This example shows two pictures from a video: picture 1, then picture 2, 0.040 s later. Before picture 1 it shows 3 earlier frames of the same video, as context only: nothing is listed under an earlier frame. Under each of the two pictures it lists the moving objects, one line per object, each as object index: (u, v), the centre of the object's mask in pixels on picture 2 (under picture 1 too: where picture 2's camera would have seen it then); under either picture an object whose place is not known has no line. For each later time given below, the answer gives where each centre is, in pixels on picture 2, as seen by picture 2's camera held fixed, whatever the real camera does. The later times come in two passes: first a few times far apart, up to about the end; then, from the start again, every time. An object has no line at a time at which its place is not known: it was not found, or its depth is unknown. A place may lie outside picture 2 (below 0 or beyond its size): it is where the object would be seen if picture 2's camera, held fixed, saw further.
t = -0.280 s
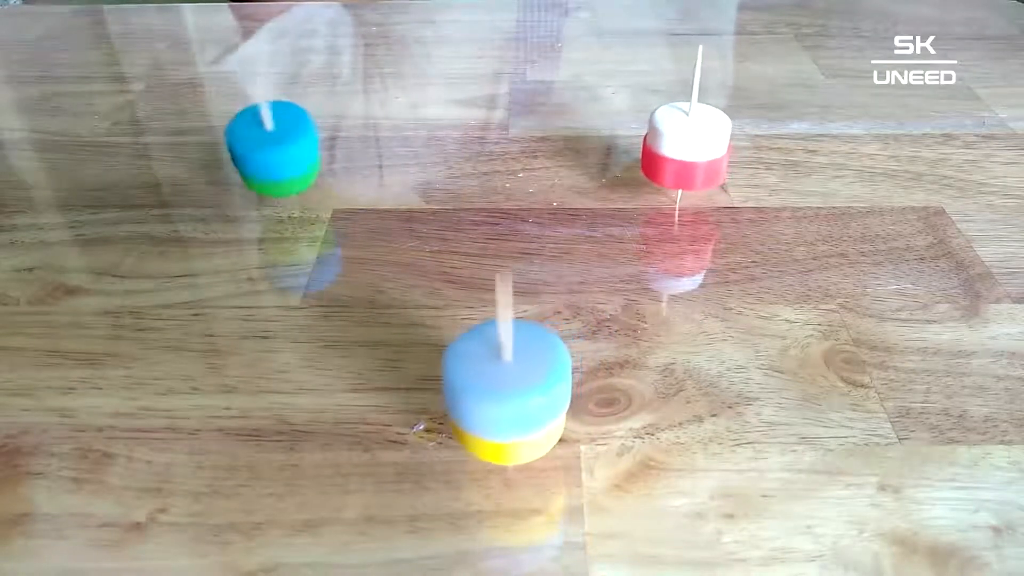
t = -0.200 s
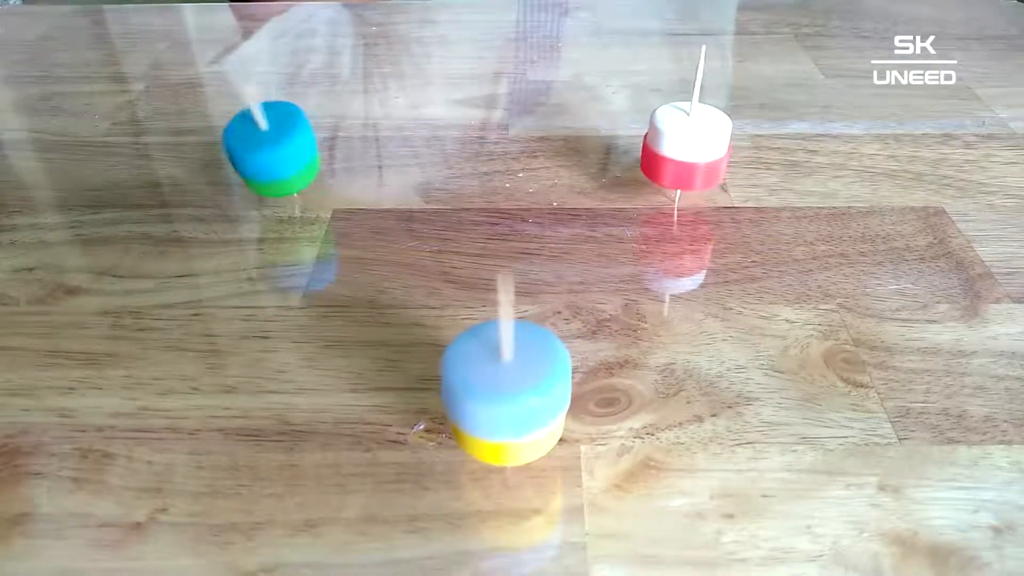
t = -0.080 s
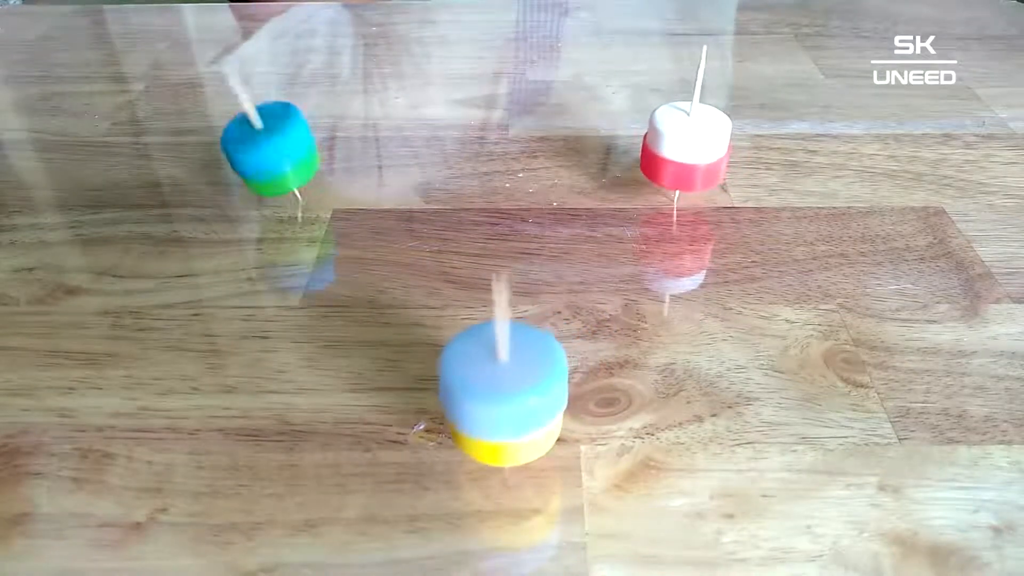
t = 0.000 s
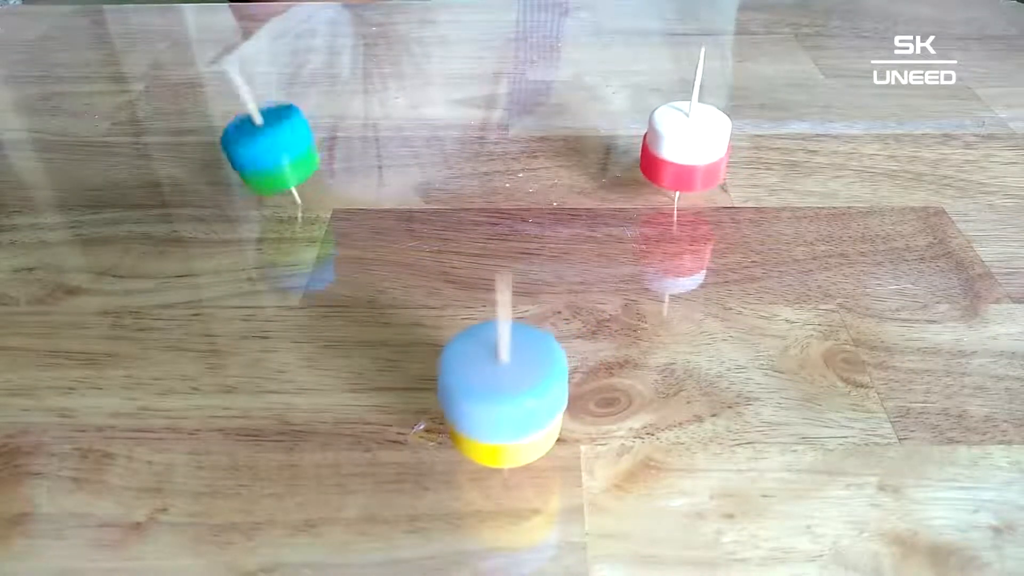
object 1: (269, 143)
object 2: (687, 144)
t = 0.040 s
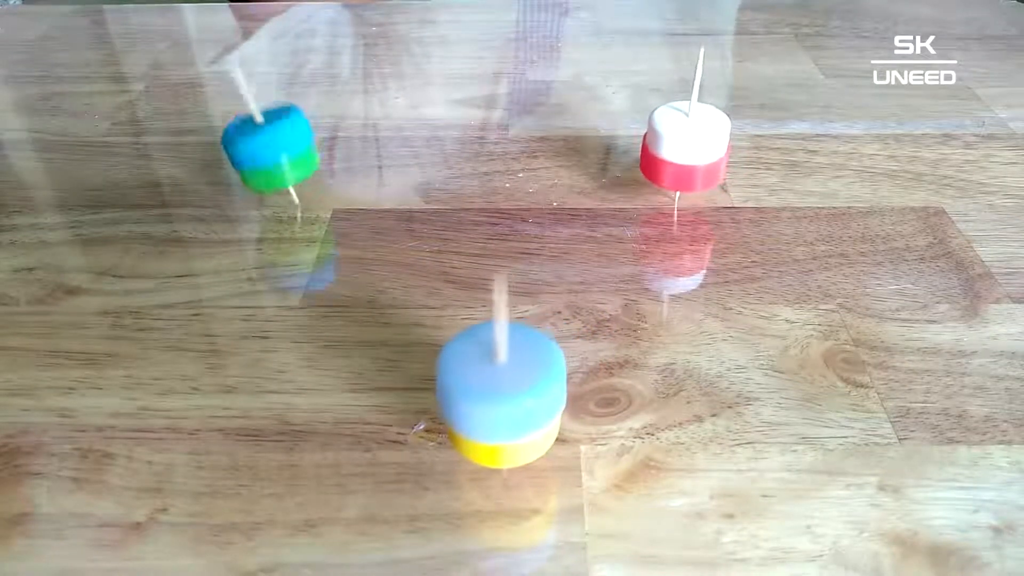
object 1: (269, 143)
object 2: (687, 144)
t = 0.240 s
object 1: (275, 139)
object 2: (686, 145)
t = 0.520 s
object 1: (277, 147)
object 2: (685, 145)
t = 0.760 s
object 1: (267, 146)
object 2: (684, 145)
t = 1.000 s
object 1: (268, 145)
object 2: (683, 145)
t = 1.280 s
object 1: (274, 143)
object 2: (683, 145)
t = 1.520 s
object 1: (271, 148)
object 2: (682, 145)
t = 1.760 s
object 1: (263, 147)
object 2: (681, 145)
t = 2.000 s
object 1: (266, 145)
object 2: (680, 145)
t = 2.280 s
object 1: (272, 147)
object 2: (680, 145)
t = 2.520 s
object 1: (263, 150)
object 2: (678, 145)
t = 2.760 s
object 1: (260, 147)
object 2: (679, 146)
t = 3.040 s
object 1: (274, 145)
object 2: (679, 146)
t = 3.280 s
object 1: (266, 152)
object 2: (677, 145)
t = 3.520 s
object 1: (256, 147)
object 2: (676, 145)
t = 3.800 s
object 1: (272, 144)
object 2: (675, 145)
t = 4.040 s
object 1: (267, 153)
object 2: (674, 145)
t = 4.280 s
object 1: (254, 149)
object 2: (673, 145)
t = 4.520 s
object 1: (270, 145)
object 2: (673, 146)
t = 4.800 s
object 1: (266, 153)
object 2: (671, 146)
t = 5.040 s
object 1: (252, 149)
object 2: (670, 146)
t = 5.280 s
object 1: (271, 146)
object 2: (669, 146)
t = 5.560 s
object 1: (261, 153)
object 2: (668, 147)
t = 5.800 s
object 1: (253, 147)
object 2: (667, 147)
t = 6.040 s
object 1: (274, 146)
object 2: (666, 147)
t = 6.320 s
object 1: (254, 155)
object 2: (665, 147)
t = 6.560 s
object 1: (261, 147)
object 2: (664, 147)
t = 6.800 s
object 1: (273, 153)
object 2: (663, 148)
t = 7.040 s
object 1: (247, 152)
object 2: (662, 148)
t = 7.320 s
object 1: (272, 146)
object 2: (661, 148)
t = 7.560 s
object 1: (259, 158)
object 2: (660, 148)
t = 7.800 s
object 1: (254, 151)
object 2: (660, 149)
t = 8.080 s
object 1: (273, 156)
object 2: (659, 149)
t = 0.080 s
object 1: (271, 143)
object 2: (687, 144)
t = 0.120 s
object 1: (271, 141)
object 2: (686, 145)
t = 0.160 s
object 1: (272, 140)
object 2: (686, 145)
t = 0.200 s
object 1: (274, 139)
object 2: (686, 145)
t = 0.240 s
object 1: (275, 139)
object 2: (686, 145)
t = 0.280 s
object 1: (277, 142)
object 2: (686, 145)
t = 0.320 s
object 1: (278, 142)
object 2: (686, 145)
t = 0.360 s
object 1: (278, 143)
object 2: (685, 145)
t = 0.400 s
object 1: (278, 143)
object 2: (685, 145)
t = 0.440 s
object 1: (278, 144)
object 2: (686, 145)
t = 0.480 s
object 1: (278, 145)
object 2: (685, 145)
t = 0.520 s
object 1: (277, 147)
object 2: (685, 145)
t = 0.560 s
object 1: (275, 147)
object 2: (685, 145)
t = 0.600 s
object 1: (273, 143)
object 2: (684, 145)
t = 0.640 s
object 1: (271, 141)
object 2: (684, 145)
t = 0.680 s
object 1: (269, 140)
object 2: (684, 145)
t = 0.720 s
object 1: (268, 140)
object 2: (684, 145)
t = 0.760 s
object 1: (267, 146)
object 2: (684, 145)
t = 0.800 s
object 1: (267, 146)
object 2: (684, 145)
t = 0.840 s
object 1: (267, 146)
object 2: (684, 145)
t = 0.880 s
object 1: (266, 145)
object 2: (684, 145)
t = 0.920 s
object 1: (266, 145)
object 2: (683, 145)
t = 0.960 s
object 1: (267, 145)
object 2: (683, 145)
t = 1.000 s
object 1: (268, 145)
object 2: (683, 145)
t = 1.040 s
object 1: (269, 145)
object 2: (682, 145)
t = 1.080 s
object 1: (269, 141)
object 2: (682, 145)
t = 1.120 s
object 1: (270, 140)
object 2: (682, 145)
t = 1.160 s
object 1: (272, 143)
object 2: (682, 145)
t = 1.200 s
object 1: (273, 143)
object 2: (682, 145)
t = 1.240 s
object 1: (274, 145)
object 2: (682, 145)
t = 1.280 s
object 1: (274, 143)
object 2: (683, 145)
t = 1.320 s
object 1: (274, 144)
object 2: (683, 145)
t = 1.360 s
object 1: (274, 145)
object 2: (683, 145)
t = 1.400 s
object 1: (273, 145)
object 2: (683, 145)
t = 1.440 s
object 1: (273, 147)
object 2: (682, 145)
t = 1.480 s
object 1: (272, 146)
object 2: (682, 145)
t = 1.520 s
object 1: (271, 148)
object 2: (682, 145)
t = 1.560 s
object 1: (269, 149)
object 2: (682, 145)
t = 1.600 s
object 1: (267, 148)
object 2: (682, 145)
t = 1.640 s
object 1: (266, 148)
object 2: (682, 145)
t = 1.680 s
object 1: (265, 148)
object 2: (681, 145)
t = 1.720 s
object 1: (264, 147)
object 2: (681, 145)
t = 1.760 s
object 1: (263, 147)
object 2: (681, 145)
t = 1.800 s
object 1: (262, 146)
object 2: (681, 145)
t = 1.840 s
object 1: (262, 145)
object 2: (681, 145)
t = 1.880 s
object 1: (264, 146)
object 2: (681, 145)
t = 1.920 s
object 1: (264, 144)
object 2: (680, 146)
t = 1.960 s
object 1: (265, 144)
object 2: (681, 145)
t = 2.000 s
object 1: (266, 145)
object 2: (680, 145)
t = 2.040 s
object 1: (268, 143)
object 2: (680, 145)
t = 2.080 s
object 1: (269, 143)
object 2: (680, 145)
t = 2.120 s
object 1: (270, 143)
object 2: (680, 145)
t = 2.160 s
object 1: (272, 145)
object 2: (680, 145)
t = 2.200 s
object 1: (272, 146)
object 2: (681, 145)
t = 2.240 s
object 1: (272, 146)
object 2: (680, 145)
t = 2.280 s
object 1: (272, 147)
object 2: (680, 145)
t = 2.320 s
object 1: (272, 147)
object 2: (680, 145)
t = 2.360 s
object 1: (271, 148)
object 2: (680, 145)
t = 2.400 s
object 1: (269, 149)
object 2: (680, 145)
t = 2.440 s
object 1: (267, 150)
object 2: (679, 145)
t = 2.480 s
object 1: (265, 151)
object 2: (679, 145)
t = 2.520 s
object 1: (263, 150)
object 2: (678, 145)
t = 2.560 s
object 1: (261, 150)
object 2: (679, 145)
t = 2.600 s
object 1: (259, 149)
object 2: (679, 146)
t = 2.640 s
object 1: (258, 149)
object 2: (679, 146)
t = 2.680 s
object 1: (258, 147)
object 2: (679, 145)
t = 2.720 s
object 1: (259, 147)
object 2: (679, 146)
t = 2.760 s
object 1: (260, 147)
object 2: (679, 146)
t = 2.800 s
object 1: (261, 143)
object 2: (679, 145)
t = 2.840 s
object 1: (263, 142)
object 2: (679, 145)
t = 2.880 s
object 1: (266, 145)
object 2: (679, 146)
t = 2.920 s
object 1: (269, 143)
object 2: (679, 146)
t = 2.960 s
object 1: (271, 143)
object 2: (678, 145)
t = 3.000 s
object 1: (273, 143)
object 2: (679, 146)
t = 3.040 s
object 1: (274, 145)
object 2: (679, 146)
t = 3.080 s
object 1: (274, 146)
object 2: (678, 146)
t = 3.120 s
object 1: (274, 148)
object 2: (678, 145)
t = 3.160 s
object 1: (273, 150)
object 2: (677, 145)
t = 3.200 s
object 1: (271, 149)
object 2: (677, 145)
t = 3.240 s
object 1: (269, 151)
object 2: (677, 145)
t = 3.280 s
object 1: (266, 152)
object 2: (677, 145)
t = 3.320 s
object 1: (263, 152)
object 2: (677, 145)
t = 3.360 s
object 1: (260, 151)
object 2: (677, 145)
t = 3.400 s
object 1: (258, 151)
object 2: (676, 145)
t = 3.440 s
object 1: (256, 150)
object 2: (676, 145)
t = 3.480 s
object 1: (255, 148)
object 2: (676, 145)
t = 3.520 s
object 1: (256, 147)
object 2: (676, 145)
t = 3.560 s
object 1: (257, 147)
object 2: (676, 145)
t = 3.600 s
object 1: (259, 145)
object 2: (676, 145)
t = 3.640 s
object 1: (261, 142)
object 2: (676, 145)
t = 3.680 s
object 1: (264, 143)
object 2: (676, 145)
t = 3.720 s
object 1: (268, 145)
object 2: (676, 145)
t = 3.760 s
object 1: (270, 147)
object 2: (675, 145)
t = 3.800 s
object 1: (272, 144)
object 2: (675, 145)
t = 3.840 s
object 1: (273, 146)
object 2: (675, 145)
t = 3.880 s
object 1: (274, 147)
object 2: (675, 145)
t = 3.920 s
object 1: (274, 149)
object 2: (675, 145)
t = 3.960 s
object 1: (273, 149)
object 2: (674, 145)
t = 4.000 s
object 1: (270, 152)
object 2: (674, 145)
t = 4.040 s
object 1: (267, 153)
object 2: (674, 145)
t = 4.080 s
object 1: (263, 152)
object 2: (674, 145)
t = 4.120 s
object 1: (260, 152)
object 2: (674, 145)
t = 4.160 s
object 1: (257, 152)
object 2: (674, 145)
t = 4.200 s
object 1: (255, 151)
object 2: (674, 145)
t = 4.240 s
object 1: (254, 150)
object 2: (673, 145)
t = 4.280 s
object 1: (254, 149)
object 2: (673, 145)
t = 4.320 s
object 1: (255, 148)
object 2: (674, 145)
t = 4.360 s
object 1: (257, 148)
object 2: (674, 145)
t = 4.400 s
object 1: (259, 143)
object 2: (673, 145)
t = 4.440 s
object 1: (262, 141)
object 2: (673, 146)
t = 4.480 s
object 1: (266, 141)
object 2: (673, 146)
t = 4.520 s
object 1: (270, 145)
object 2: (673, 146)
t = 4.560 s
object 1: (272, 146)
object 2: (672, 145)
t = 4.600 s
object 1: (274, 146)
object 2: (672, 146)
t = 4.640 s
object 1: (274, 148)
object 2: (671, 145)
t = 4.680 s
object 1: (274, 150)
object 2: (671, 146)
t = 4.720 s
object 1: (272, 150)
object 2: (671, 146)
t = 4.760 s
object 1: (269, 151)
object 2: (671, 146)
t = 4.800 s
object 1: (266, 153)
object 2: (671, 146)
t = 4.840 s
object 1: (262, 155)
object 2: (671, 146)
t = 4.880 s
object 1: (258, 154)
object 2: (670, 146)
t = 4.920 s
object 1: (255, 153)
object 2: (670, 146)
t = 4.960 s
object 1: (253, 151)
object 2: (670, 146)
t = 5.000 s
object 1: (252, 150)
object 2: (670, 146)
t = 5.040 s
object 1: (252, 149)
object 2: (670, 146)
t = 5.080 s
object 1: (254, 148)
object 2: (670, 146)
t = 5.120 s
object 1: (257, 146)
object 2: (670, 146)
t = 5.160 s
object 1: (260, 144)
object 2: (670, 146)
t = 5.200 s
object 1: (263, 143)
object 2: (670, 146)
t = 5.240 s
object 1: (268, 145)
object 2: (669, 146)
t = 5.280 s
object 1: (271, 146)
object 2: (669, 146)
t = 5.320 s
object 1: (273, 146)
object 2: (669, 147)
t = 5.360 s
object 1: (274, 147)
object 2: (668, 147)
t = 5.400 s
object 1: (274, 149)
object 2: (668, 147)
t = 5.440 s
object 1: (272, 152)
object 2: (668, 147)
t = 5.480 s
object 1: (270, 153)
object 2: (668, 147)
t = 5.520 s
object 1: (265, 153)
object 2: (668, 147)
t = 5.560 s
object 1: (261, 153)
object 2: (668, 147)
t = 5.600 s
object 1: (257, 154)
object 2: (668, 147)
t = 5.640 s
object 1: (253, 154)
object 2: (668, 147)
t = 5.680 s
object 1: (250, 150)
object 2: (668, 147)
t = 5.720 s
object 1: (249, 148)
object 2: (667, 147)
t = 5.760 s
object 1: (249, 147)
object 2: (667, 147)
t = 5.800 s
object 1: (253, 147)
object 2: (667, 147)
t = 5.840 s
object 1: (257, 147)
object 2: (667, 147)
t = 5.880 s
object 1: (261, 146)
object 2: (667, 147)
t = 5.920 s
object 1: (265, 146)
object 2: (667, 147)
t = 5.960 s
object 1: (268, 140)
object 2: (666, 147)
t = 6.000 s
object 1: (272, 144)
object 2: (666, 147)
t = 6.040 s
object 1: (274, 146)
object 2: (666, 147)
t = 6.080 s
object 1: (274, 149)
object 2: (666, 147)
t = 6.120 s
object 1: (273, 150)
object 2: (666, 147)
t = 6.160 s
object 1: (271, 152)
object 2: (666, 147)
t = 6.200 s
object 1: (267, 153)
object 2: (665, 147)
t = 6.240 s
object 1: (262, 153)
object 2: (665, 147)
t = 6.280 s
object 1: (257, 155)
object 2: (665, 147)
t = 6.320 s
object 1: (254, 155)
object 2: (665, 147)
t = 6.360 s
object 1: (250, 153)
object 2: (665, 147)
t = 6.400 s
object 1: (249, 152)
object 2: (665, 147)
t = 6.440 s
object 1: (249, 149)
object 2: (665, 147)
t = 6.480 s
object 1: (252, 149)
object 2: (665, 147)
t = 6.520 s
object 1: (256, 148)
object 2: (665, 147)
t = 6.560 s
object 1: (261, 147)
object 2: (664, 147)
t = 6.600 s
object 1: (265, 146)
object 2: (664, 147)
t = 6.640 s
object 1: (270, 147)
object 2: (664, 147)
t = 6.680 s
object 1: (272, 147)
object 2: (664, 147)
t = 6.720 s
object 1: (275, 147)
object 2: (664, 148)
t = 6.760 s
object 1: (275, 150)
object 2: (664, 148)
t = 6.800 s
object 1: (273, 153)
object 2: (663, 148)
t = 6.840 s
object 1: (270, 155)
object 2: (663, 148)
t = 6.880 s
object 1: (266, 157)
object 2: (662, 148)
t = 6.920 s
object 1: (260, 158)
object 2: (662, 148)
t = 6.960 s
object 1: (254, 155)
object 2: (662, 148)
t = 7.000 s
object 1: (249, 154)
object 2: (662, 148)
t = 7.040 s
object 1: (247, 152)
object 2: (662, 148)
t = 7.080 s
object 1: (246, 148)
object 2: (662, 148)
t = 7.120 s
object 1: (248, 148)
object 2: (662, 148)
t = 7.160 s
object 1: (252, 149)
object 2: (661, 148)
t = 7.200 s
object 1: (258, 149)
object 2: (661, 148)
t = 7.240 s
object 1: (263, 148)
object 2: (661, 148)
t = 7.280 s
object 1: (268, 140)
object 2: (661, 148)
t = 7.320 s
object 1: (272, 146)
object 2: (661, 148)
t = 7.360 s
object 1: (275, 148)
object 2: (661, 148)
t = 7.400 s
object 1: (275, 151)
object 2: (661, 148)
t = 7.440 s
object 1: (274, 153)
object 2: (661, 148)
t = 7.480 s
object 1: (270, 157)
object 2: (660, 148)
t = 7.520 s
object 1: (265, 159)
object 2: (660, 148)
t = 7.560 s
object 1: (259, 158)
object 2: (660, 148)
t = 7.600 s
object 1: (254, 160)
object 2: (660, 148)
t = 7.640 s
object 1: (248, 156)
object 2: (660, 148)
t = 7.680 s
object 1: (246, 153)
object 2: (660, 148)
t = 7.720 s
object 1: (244, 149)
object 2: (660, 148)
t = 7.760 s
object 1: (246, 148)
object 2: (660, 148)
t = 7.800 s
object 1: (254, 151)
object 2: (660, 149)
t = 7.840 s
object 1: (257, 145)
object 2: (660, 148)
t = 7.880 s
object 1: (264, 148)
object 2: (659, 149)
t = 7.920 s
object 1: (270, 146)
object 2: (659, 149)
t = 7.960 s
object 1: (275, 148)
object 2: (659, 149)
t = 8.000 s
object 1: (277, 150)
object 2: (659, 149)
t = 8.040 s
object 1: (276, 153)
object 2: (659, 149)
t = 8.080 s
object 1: (273, 156)
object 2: (659, 149)
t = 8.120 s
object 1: (268, 160)
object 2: (659, 149)
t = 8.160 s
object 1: (260, 160)
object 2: (659, 149)
